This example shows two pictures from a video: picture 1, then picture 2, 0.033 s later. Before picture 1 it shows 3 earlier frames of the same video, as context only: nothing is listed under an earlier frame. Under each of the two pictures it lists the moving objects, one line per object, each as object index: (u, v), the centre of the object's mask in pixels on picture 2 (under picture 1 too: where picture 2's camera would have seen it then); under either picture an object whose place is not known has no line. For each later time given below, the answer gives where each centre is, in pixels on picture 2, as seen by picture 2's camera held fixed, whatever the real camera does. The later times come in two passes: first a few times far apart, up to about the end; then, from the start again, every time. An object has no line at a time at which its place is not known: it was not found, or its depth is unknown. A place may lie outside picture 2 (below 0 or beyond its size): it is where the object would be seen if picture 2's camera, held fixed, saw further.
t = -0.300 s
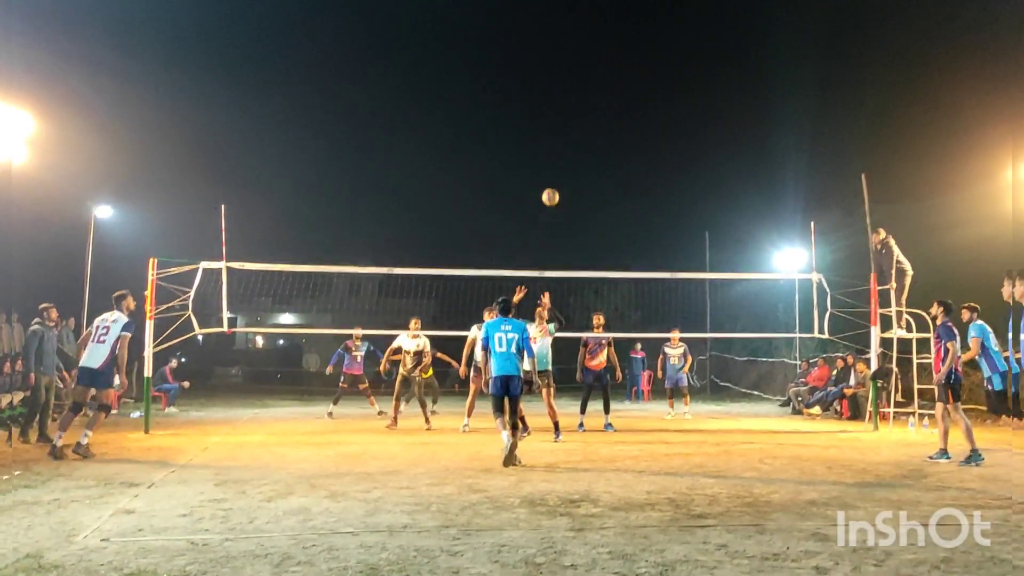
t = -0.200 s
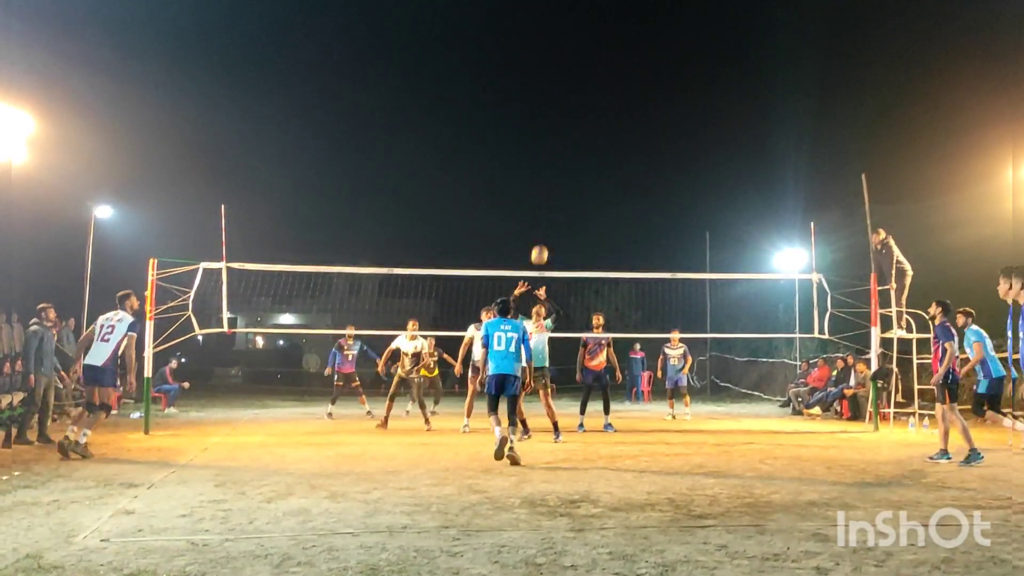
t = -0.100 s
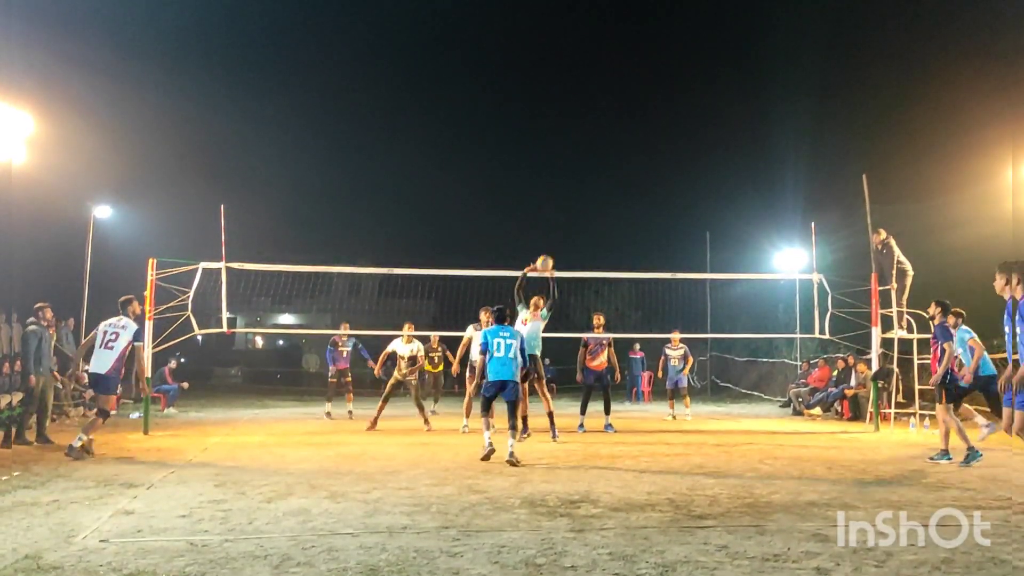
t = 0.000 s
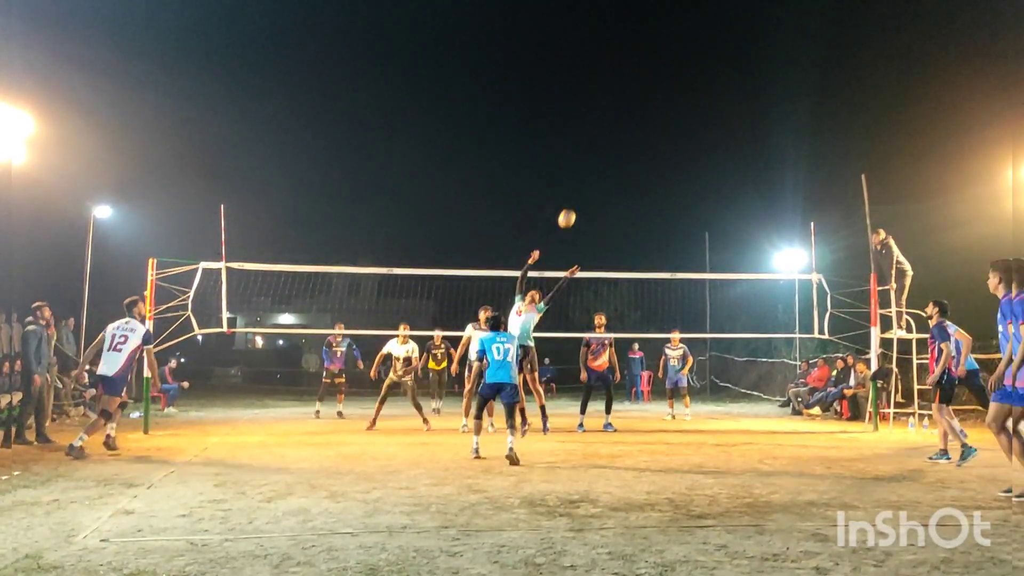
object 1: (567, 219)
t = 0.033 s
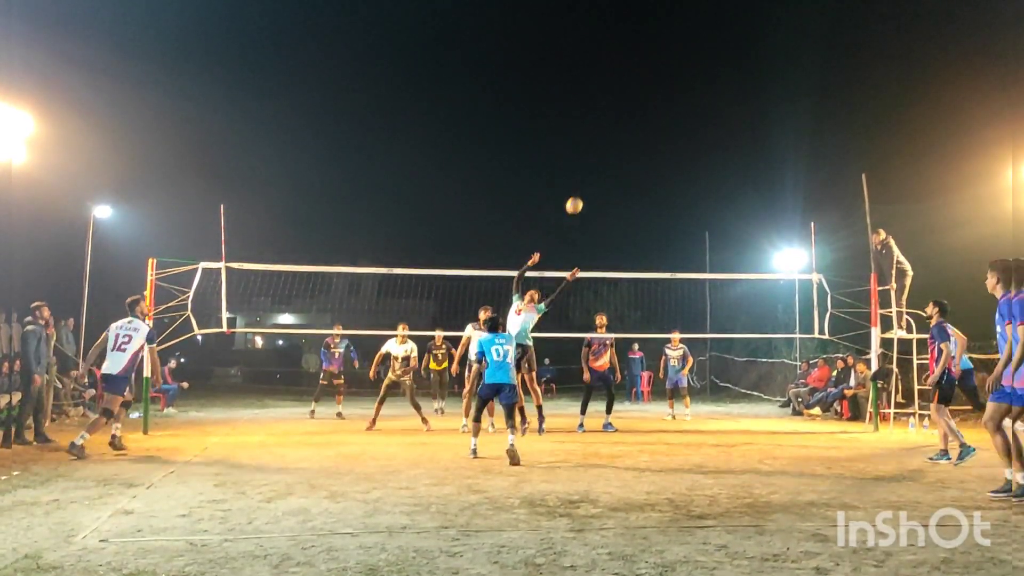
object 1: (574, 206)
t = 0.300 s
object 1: (630, 134)
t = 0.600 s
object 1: (686, 115)
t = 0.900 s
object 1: (738, 157)
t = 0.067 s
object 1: (581, 193)
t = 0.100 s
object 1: (588, 182)
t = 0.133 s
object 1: (595, 172)
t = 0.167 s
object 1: (603, 162)
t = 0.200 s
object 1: (610, 154)
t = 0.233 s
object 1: (616, 147)
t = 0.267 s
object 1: (623, 140)
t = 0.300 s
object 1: (630, 134)
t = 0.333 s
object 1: (636, 129)
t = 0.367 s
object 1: (643, 124)
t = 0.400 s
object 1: (649, 121)
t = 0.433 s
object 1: (656, 118)
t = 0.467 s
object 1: (662, 116)
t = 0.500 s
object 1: (668, 115)
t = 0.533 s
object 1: (674, 114)
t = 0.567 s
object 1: (680, 114)
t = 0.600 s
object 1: (686, 115)
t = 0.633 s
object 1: (692, 117)
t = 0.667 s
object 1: (698, 119)
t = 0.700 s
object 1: (704, 122)
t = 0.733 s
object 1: (710, 126)
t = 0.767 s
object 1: (716, 131)
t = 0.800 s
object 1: (721, 136)
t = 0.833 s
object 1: (727, 142)
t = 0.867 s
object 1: (732, 149)
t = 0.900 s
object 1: (738, 157)
